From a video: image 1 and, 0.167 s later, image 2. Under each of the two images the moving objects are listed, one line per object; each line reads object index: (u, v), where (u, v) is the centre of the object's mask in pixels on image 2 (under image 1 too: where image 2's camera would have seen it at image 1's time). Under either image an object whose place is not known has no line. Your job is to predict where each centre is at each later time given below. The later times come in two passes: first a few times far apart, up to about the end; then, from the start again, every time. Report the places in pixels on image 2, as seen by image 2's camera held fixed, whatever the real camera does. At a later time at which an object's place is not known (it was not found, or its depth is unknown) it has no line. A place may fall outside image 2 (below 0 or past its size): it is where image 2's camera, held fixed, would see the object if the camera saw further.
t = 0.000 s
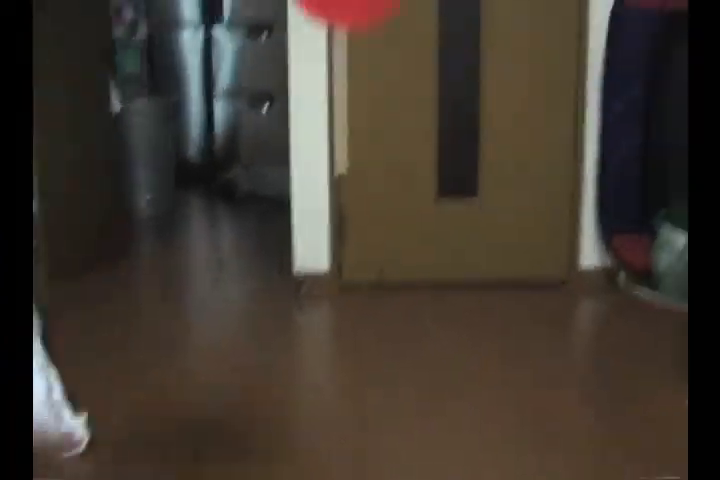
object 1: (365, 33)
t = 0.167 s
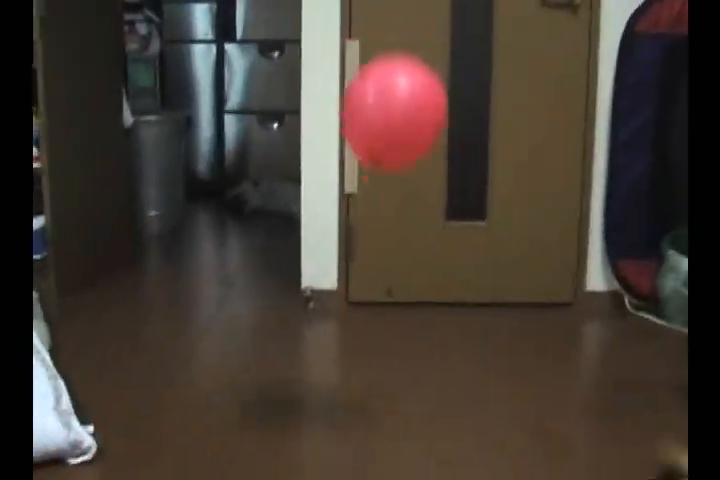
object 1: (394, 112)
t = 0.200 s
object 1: (398, 135)
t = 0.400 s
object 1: (412, 266)
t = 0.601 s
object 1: (406, 376)
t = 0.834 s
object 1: (433, 292)
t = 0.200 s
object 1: (398, 135)
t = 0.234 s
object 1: (401, 159)
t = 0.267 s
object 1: (405, 182)
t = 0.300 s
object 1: (407, 205)
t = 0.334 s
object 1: (409, 226)
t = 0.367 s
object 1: (411, 247)
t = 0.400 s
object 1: (412, 266)
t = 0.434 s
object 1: (412, 286)
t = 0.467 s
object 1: (412, 307)
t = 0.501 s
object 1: (410, 325)
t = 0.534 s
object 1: (408, 344)
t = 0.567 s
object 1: (406, 363)
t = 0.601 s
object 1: (406, 376)
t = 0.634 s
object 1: (408, 362)
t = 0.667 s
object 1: (411, 345)
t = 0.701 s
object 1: (415, 331)
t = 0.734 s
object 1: (420, 317)
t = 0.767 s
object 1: (424, 307)
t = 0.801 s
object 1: (428, 299)
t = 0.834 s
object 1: (433, 292)
